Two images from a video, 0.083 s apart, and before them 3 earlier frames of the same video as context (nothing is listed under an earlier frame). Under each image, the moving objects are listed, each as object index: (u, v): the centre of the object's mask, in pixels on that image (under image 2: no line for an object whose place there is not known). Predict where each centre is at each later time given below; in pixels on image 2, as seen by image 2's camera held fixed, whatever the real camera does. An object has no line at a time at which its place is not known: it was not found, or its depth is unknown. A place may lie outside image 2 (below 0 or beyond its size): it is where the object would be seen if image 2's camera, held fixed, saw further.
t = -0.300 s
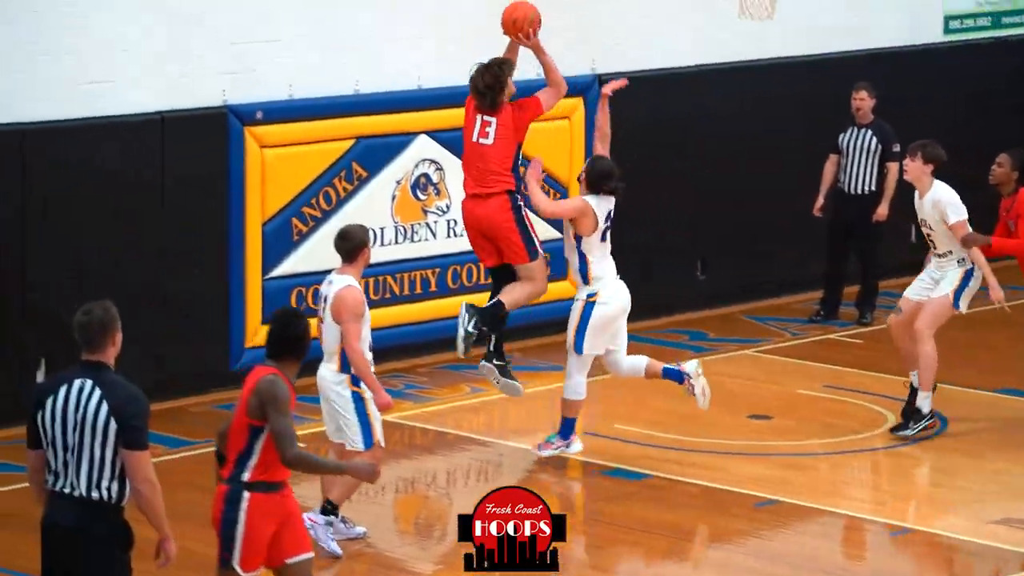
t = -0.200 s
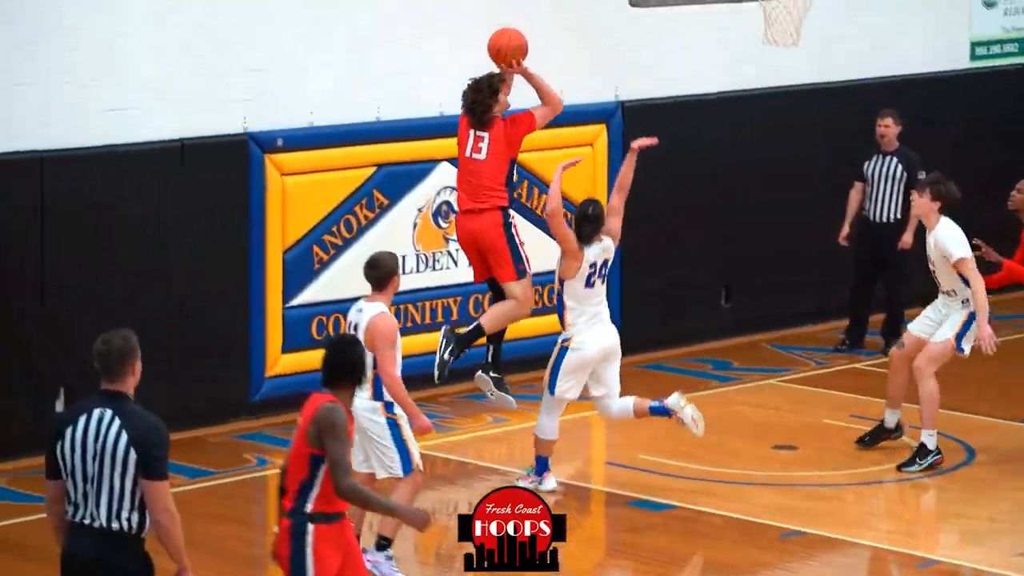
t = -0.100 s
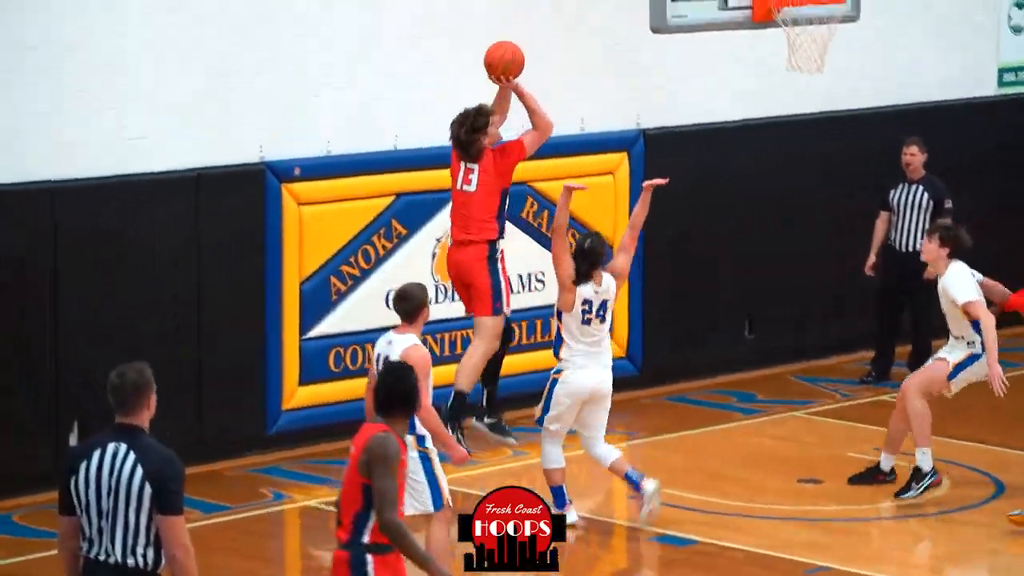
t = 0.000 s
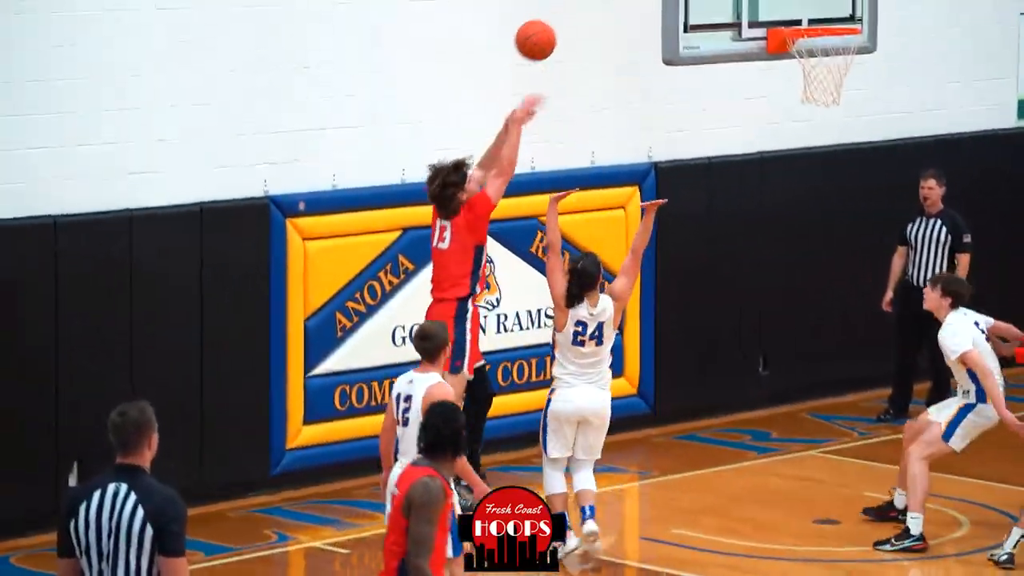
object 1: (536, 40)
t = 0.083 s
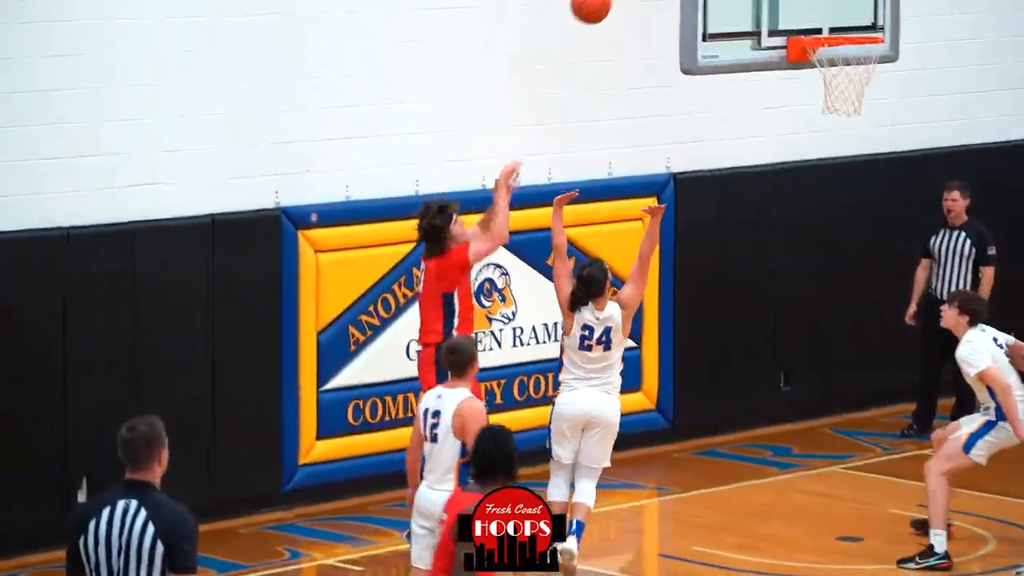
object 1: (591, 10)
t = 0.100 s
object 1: (599, 6)
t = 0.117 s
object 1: (607, 3)
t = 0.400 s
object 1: (737, -64)
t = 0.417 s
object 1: (744, -63)
